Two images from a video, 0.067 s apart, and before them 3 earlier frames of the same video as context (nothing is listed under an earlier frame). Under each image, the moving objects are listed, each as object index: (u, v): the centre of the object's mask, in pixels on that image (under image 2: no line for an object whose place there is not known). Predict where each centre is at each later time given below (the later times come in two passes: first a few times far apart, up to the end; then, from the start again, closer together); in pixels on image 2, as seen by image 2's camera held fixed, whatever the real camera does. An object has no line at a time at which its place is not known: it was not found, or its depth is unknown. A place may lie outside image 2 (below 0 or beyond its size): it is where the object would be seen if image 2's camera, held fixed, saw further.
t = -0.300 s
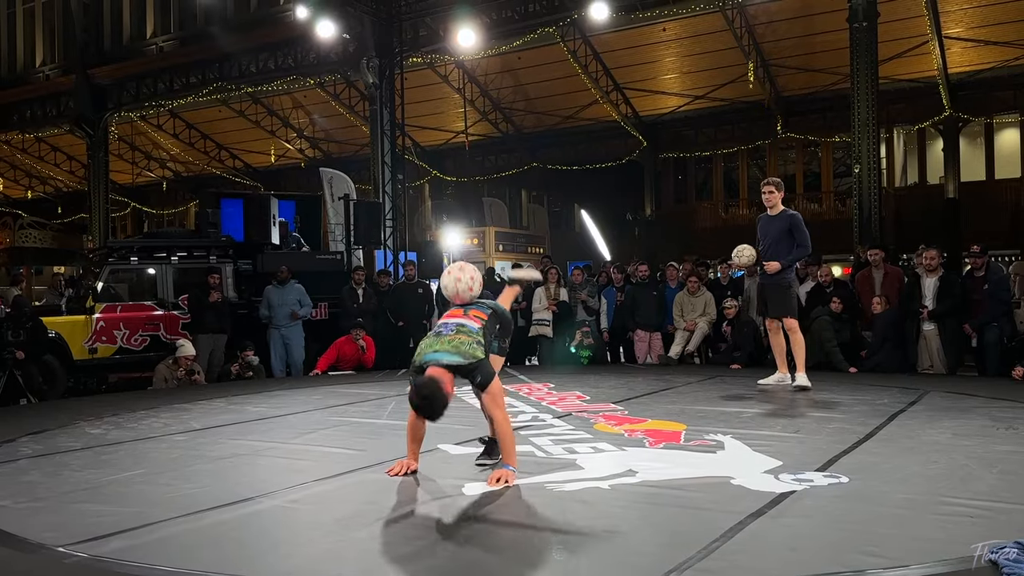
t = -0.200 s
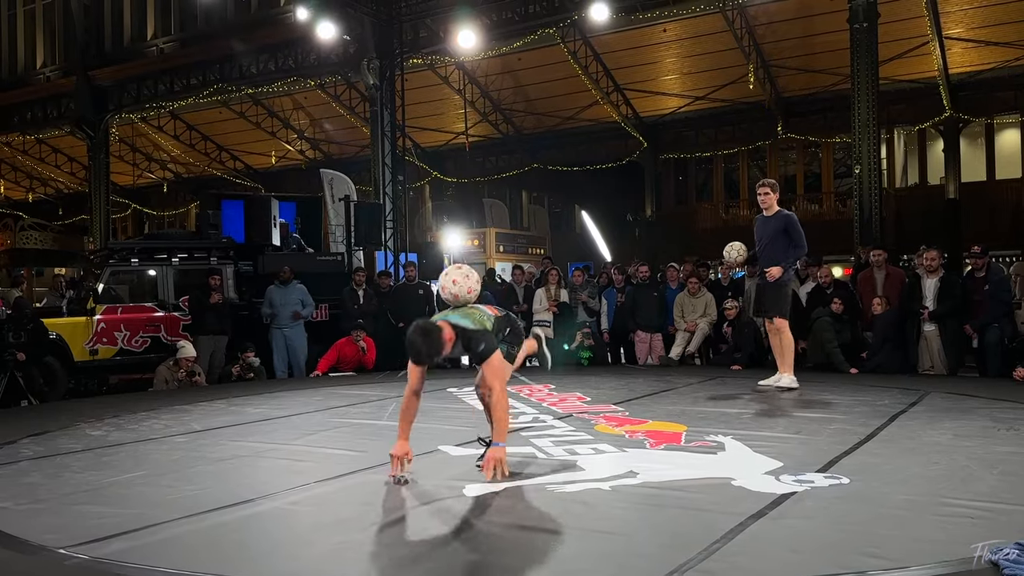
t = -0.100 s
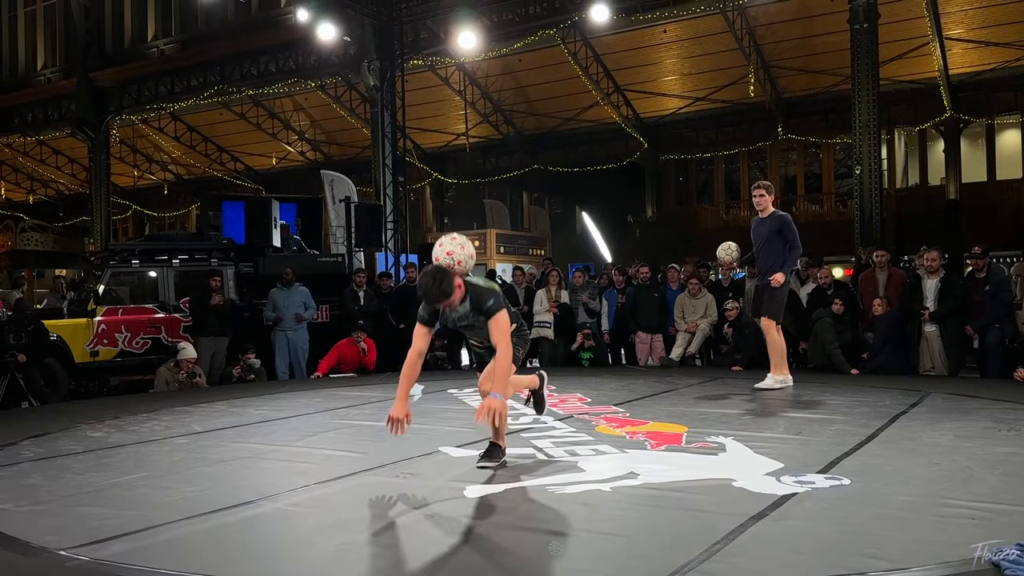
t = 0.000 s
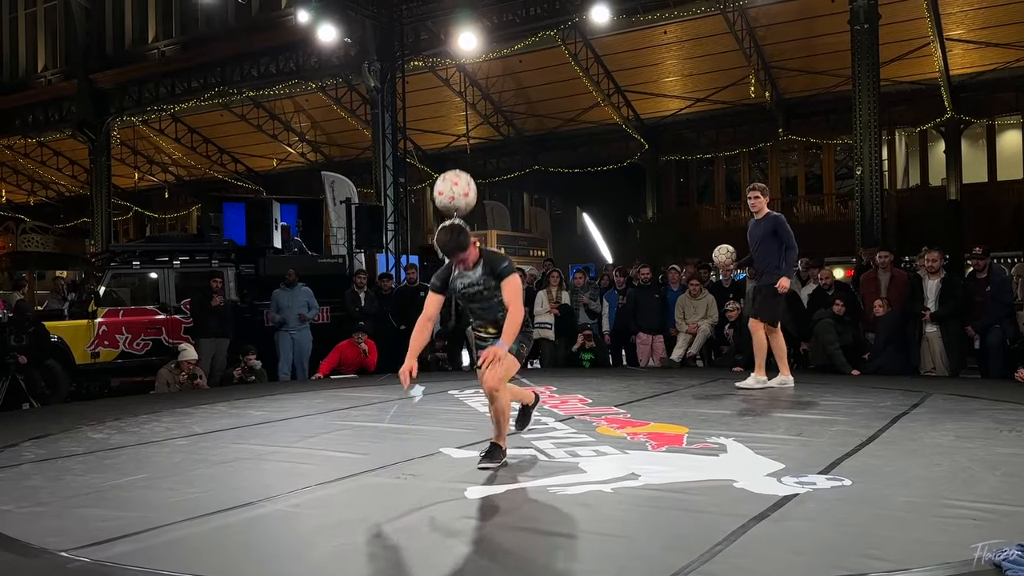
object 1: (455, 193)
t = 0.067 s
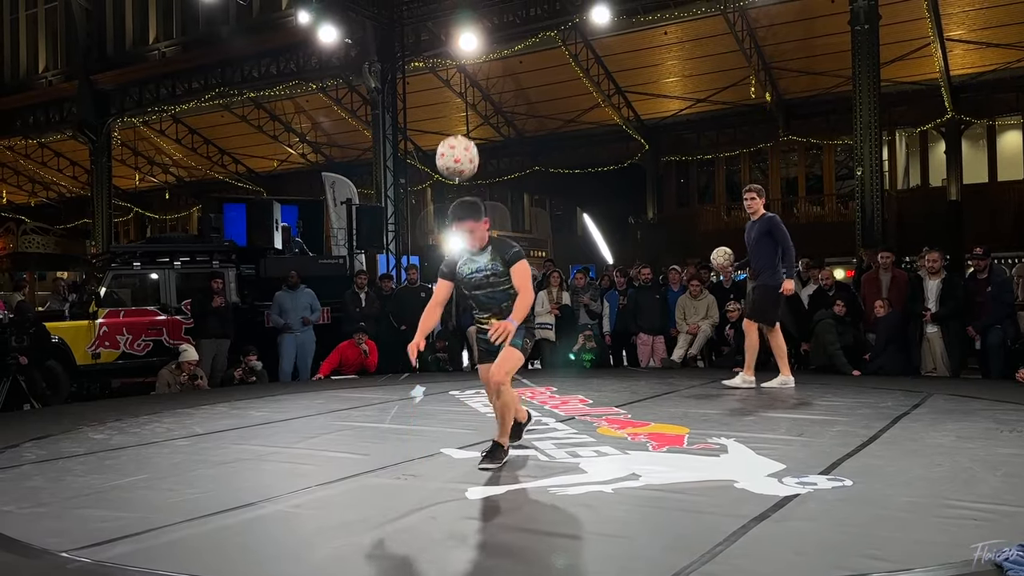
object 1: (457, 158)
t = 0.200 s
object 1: (461, 114)
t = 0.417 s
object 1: (468, 115)
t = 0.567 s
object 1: (474, 168)
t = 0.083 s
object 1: (457, 151)
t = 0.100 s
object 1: (458, 144)
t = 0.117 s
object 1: (458, 137)
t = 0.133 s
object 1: (459, 132)
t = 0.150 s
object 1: (459, 127)
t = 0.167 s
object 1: (460, 122)
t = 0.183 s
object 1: (460, 118)
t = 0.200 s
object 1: (461, 114)
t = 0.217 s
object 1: (461, 111)
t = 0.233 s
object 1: (462, 109)
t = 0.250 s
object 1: (463, 107)
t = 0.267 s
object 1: (463, 106)
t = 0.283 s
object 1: (463, 105)
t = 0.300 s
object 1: (464, 105)
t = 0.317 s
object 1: (465, 105)
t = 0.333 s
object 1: (465, 105)
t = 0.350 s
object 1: (466, 106)
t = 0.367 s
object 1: (467, 108)
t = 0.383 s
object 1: (467, 109)
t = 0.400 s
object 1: (468, 112)
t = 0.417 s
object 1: (468, 115)
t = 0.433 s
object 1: (469, 119)
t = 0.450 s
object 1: (470, 124)
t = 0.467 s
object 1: (470, 129)
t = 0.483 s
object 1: (471, 134)
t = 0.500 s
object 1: (472, 140)
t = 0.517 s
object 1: (472, 146)
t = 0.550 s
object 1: (474, 160)
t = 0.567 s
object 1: (474, 168)
